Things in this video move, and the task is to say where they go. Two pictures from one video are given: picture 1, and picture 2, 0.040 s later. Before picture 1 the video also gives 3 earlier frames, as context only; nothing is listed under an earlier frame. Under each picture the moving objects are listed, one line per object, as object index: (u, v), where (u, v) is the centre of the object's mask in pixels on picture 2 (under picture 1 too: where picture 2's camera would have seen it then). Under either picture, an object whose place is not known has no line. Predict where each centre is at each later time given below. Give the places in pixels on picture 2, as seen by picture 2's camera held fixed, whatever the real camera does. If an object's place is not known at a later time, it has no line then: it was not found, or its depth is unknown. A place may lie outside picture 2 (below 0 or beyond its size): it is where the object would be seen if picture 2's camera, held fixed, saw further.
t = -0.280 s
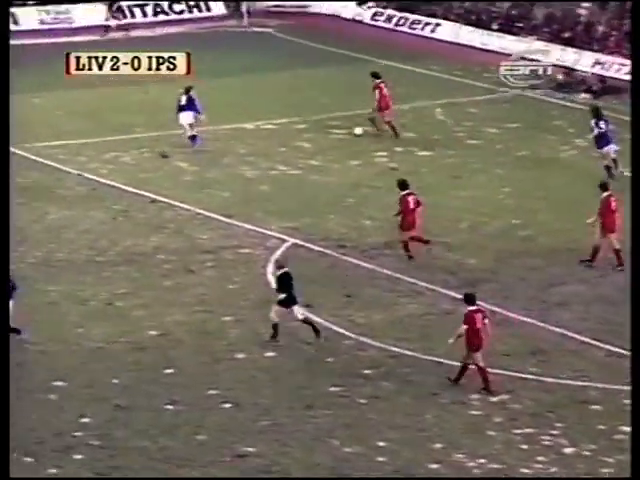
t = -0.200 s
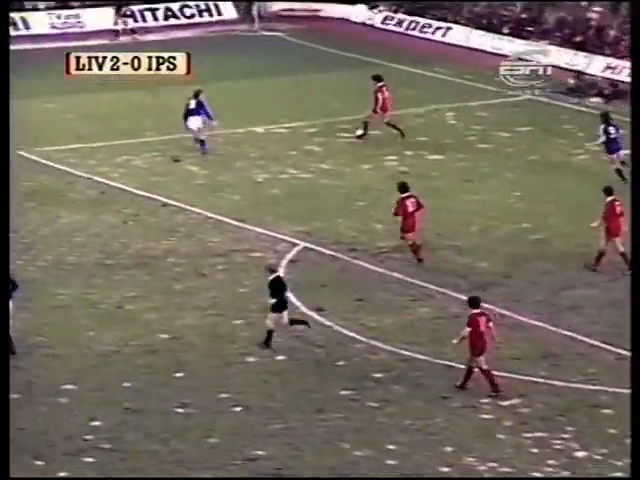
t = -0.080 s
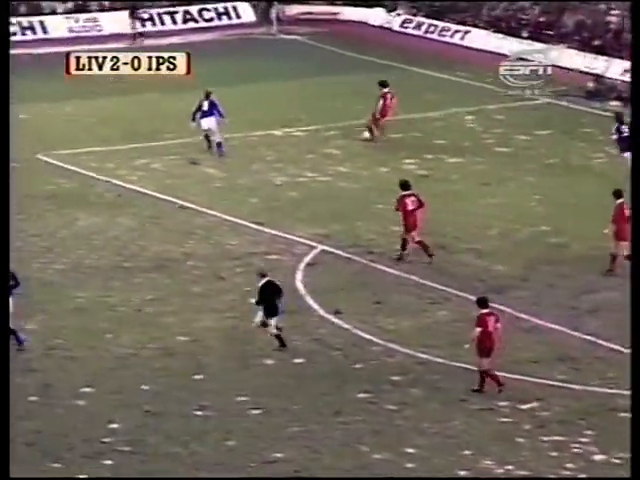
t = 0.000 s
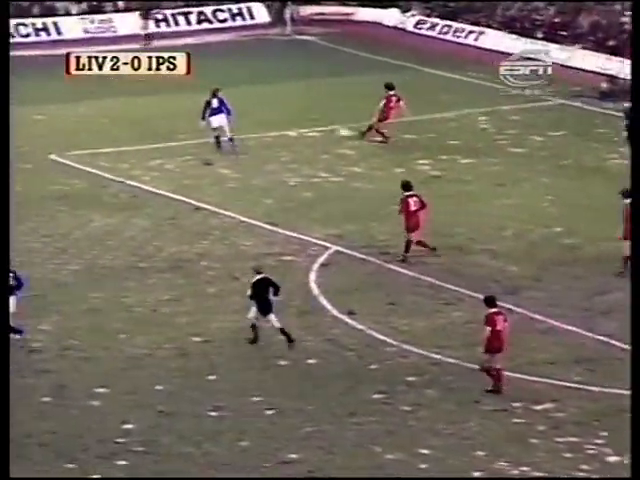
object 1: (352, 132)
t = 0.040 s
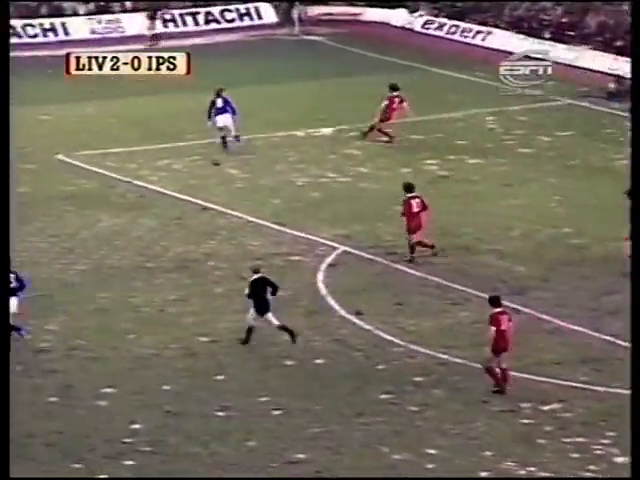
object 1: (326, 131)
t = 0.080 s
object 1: (299, 131)
